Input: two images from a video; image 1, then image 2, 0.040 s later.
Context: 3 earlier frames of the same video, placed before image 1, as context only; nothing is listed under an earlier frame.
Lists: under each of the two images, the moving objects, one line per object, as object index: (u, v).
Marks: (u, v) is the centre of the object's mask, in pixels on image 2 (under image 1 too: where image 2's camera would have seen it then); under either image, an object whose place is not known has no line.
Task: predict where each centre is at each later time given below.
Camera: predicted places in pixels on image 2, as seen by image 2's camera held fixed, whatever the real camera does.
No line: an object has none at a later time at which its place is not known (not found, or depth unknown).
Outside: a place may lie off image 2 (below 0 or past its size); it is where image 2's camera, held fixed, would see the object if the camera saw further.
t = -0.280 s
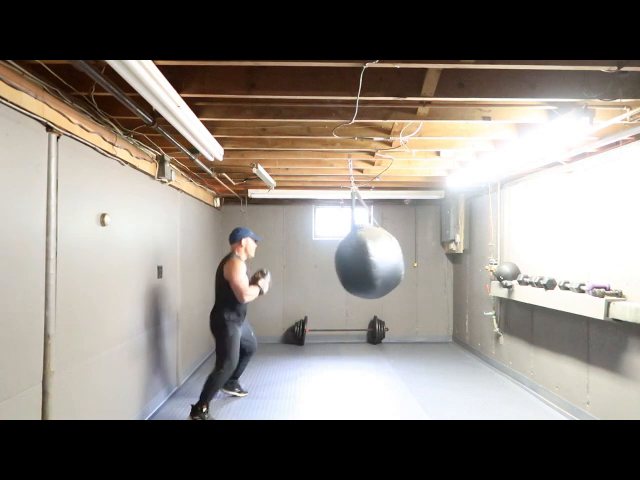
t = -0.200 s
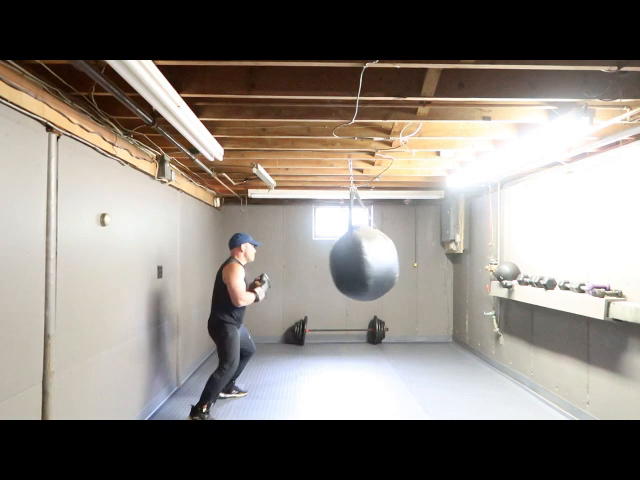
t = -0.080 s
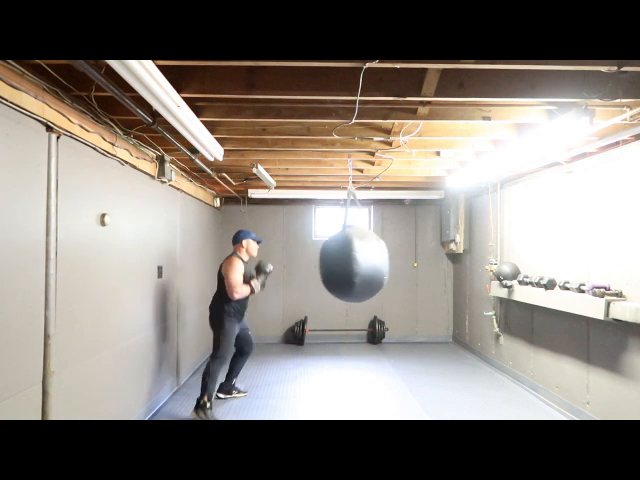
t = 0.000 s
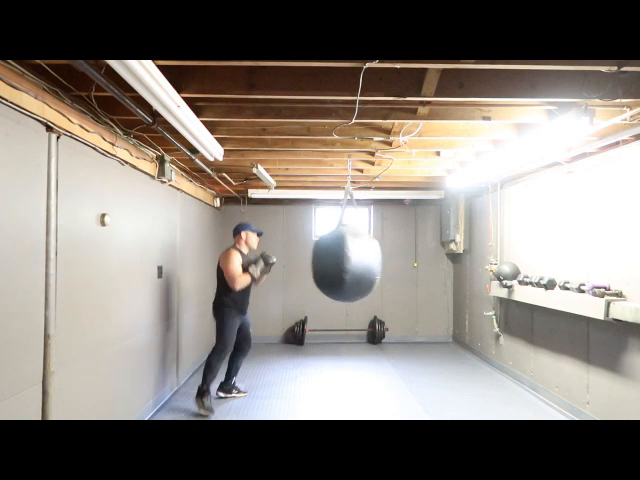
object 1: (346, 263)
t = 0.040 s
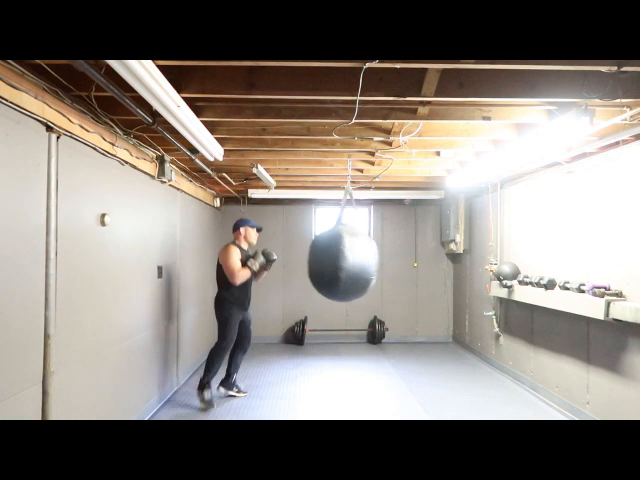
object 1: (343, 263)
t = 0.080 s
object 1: (339, 262)
